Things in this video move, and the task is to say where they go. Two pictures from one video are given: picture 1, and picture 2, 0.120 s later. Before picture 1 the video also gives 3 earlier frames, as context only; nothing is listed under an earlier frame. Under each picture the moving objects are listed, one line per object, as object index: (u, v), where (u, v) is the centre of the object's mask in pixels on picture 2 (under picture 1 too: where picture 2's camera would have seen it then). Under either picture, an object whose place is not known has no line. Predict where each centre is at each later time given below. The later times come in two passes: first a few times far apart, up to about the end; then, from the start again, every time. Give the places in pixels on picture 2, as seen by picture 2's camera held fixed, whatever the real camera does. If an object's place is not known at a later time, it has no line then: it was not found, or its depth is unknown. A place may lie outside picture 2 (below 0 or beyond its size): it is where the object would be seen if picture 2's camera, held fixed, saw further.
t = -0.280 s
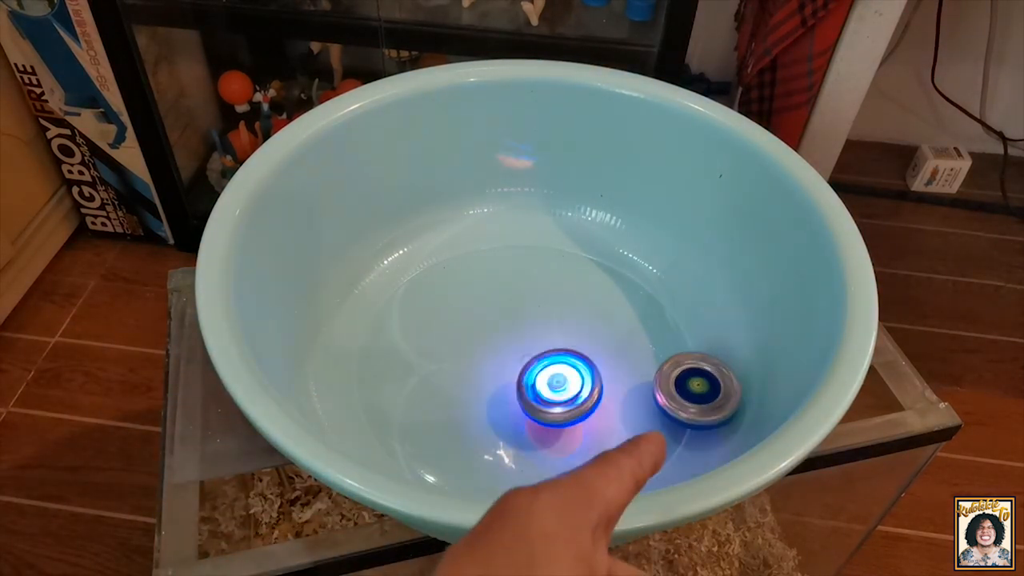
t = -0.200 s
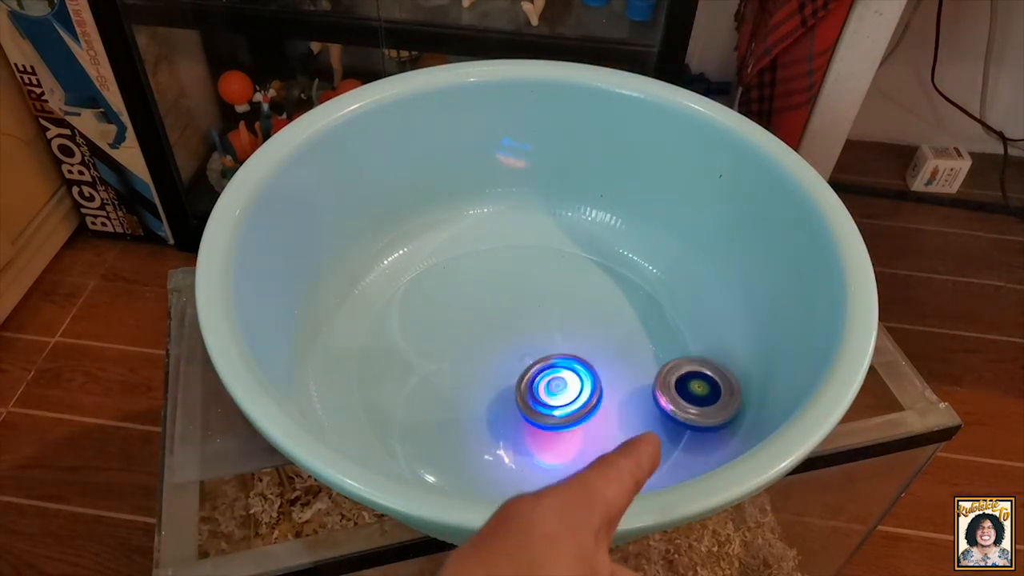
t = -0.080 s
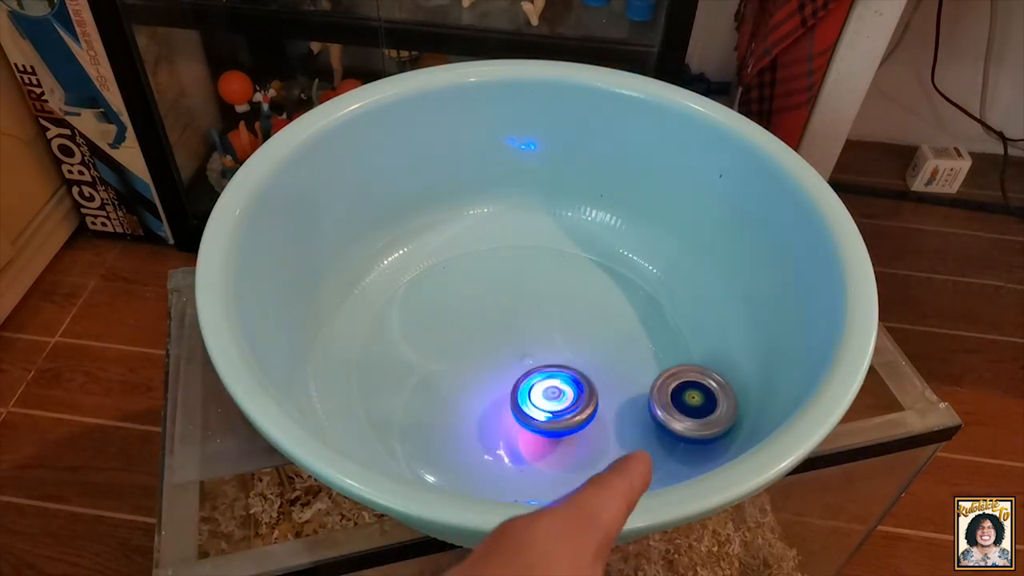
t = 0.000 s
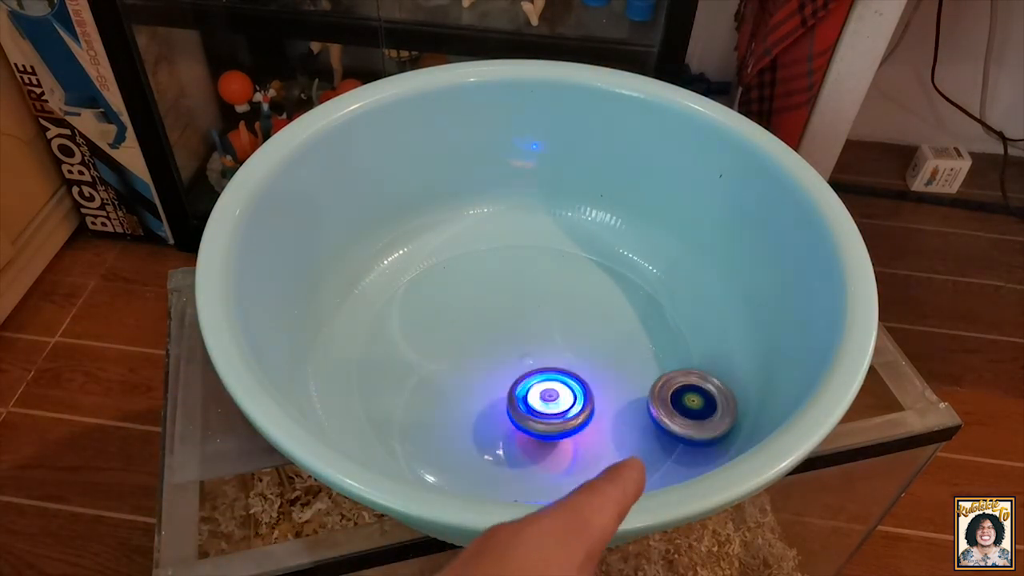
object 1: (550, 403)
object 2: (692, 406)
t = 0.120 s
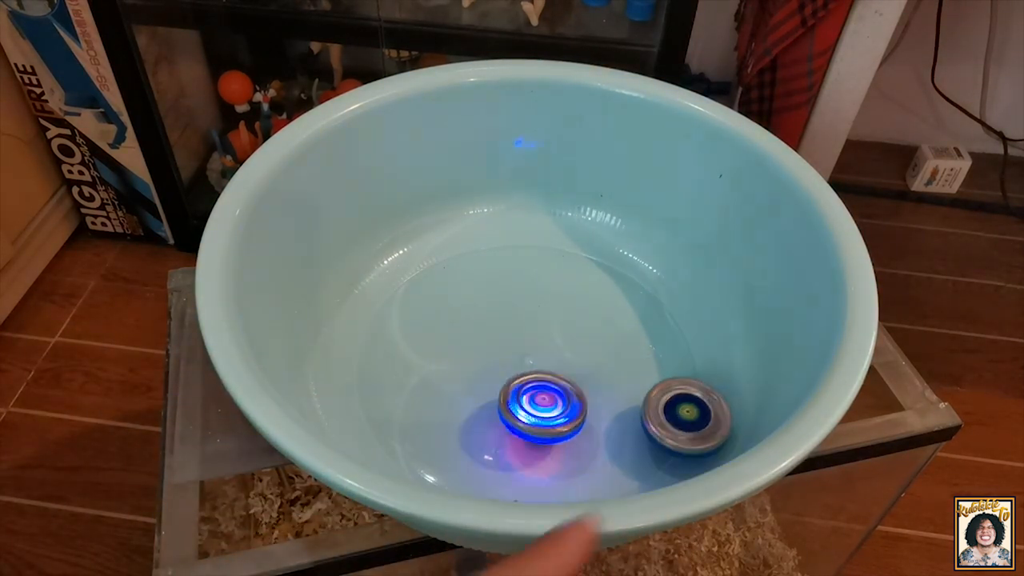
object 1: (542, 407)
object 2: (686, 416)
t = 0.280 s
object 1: (535, 405)
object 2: (682, 426)
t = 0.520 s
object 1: (537, 396)
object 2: (669, 438)
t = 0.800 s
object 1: (553, 392)
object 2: (653, 451)
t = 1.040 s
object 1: (567, 401)
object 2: (639, 459)
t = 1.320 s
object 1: (562, 403)
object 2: (622, 458)
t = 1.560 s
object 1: (571, 358)
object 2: (530, 400)
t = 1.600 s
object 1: (577, 358)
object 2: (518, 389)
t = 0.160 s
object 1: (540, 406)
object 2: (686, 417)
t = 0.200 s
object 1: (538, 407)
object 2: (685, 420)
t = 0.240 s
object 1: (537, 406)
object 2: (684, 422)
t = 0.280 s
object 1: (535, 405)
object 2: (682, 426)
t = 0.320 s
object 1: (534, 404)
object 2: (680, 428)
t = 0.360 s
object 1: (533, 401)
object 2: (676, 430)
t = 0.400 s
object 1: (534, 400)
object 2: (675, 431)
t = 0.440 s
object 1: (534, 398)
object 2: (674, 434)
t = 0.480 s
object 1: (536, 397)
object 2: (671, 437)
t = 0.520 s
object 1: (537, 396)
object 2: (669, 438)
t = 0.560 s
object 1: (538, 394)
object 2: (667, 439)
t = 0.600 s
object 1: (540, 394)
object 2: (666, 441)
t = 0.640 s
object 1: (544, 392)
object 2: (661, 445)
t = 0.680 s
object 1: (546, 392)
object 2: (659, 446)
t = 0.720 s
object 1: (548, 391)
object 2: (657, 448)
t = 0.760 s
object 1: (551, 392)
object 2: (656, 449)
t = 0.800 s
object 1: (553, 392)
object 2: (653, 451)
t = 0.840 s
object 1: (555, 393)
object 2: (651, 452)
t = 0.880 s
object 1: (560, 394)
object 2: (647, 455)
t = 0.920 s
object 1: (562, 396)
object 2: (645, 456)
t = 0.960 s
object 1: (564, 397)
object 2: (643, 458)
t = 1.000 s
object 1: (565, 399)
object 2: (640, 458)
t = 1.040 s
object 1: (567, 401)
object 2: (639, 459)
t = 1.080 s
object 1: (567, 403)
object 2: (636, 460)
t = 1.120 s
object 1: (566, 403)
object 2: (636, 462)
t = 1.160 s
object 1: (564, 401)
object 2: (629, 462)
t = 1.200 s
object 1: (564, 402)
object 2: (622, 460)
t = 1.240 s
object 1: (564, 403)
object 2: (621, 458)
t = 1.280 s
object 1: (562, 404)
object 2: (622, 456)
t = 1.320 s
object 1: (562, 403)
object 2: (622, 458)
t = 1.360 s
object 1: (562, 383)
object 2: (601, 446)
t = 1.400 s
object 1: (564, 373)
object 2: (583, 436)
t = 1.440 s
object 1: (565, 367)
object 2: (569, 430)
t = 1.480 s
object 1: (566, 362)
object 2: (554, 420)
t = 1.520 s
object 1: (568, 360)
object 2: (543, 413)
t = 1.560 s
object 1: (571, 358)
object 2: (530, 400)
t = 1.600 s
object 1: (577, 358)
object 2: (518, 389)
